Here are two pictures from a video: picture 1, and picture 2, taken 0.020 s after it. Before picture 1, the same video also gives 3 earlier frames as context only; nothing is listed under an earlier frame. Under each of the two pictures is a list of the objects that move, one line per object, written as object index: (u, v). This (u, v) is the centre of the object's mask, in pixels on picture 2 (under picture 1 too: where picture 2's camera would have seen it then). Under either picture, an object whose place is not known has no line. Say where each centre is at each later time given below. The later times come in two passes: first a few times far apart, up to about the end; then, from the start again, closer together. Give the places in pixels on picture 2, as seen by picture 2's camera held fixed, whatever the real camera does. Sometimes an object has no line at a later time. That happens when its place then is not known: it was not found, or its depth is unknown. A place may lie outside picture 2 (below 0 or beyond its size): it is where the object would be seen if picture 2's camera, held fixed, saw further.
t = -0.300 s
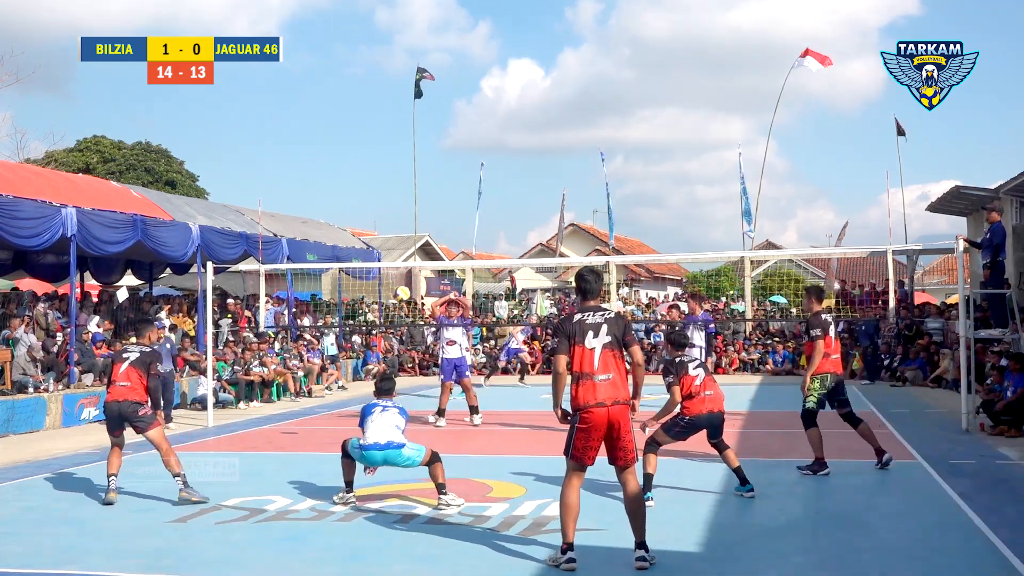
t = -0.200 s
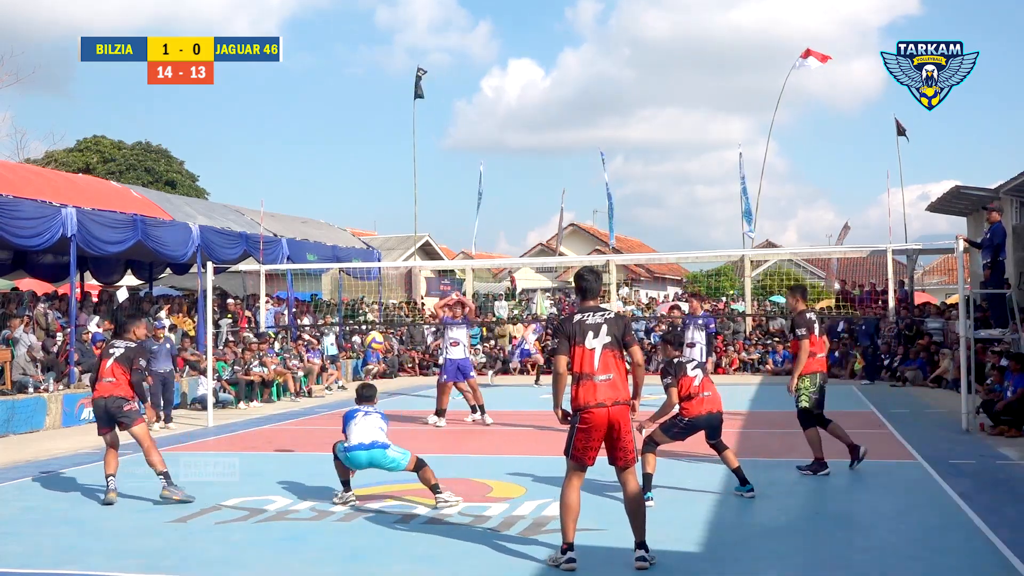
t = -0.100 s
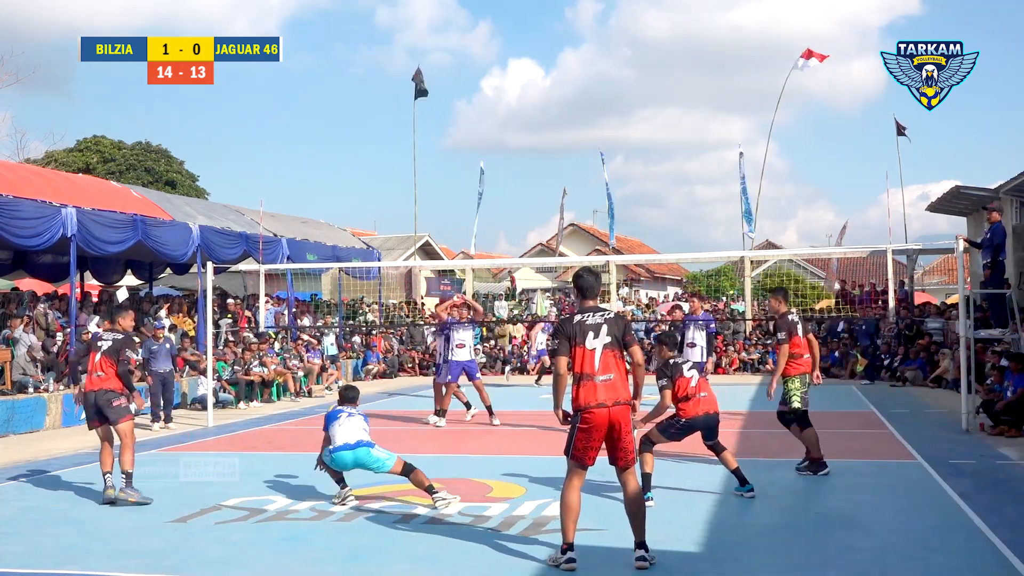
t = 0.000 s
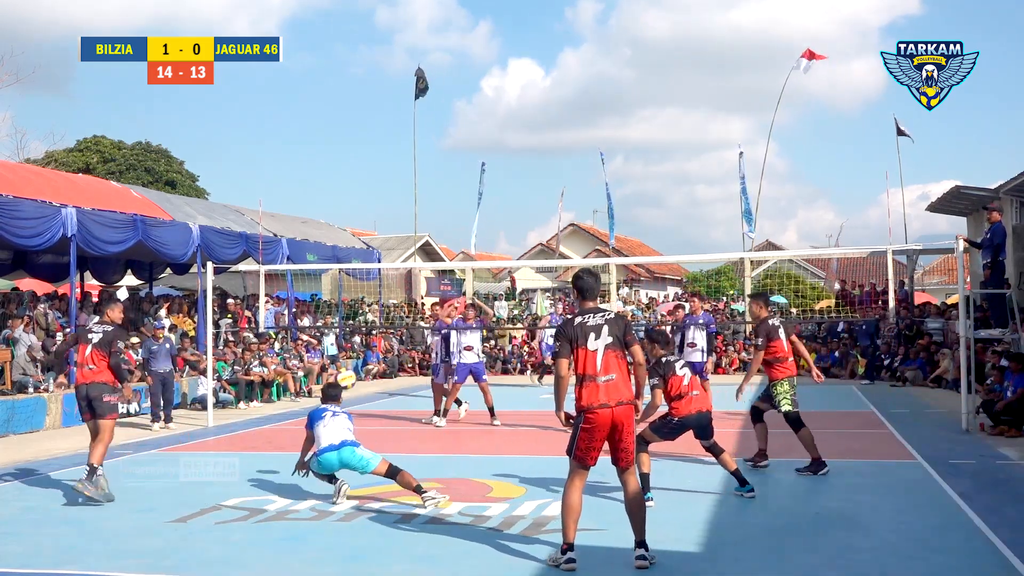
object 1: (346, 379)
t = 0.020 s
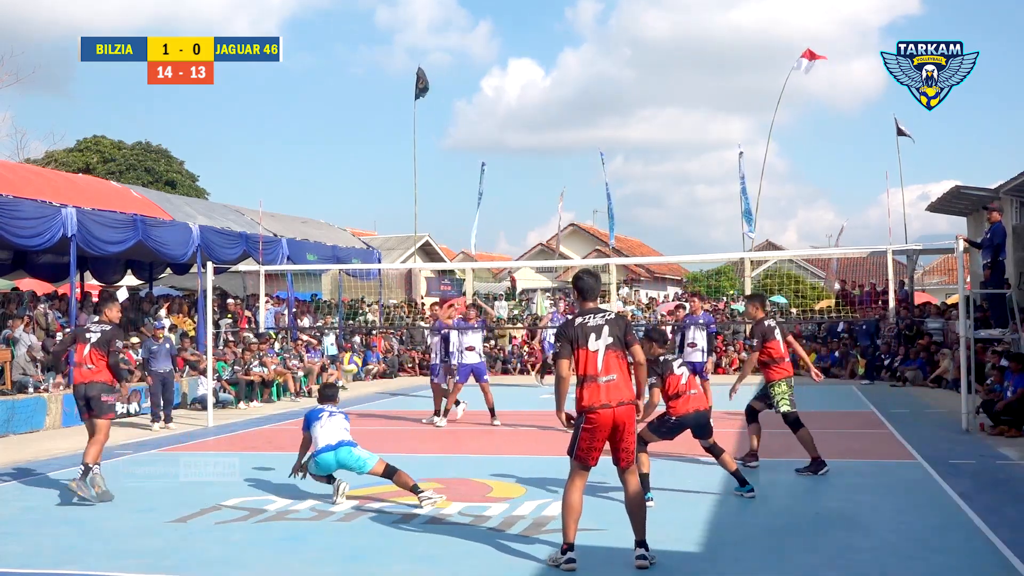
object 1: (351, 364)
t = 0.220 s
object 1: (398, 241)
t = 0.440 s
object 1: (445, 167)
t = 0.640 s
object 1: (485, 140)
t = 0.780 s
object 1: (511, 142)
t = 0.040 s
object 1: (356, 349)
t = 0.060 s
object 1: (360, 334)
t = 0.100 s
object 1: (370, 307)
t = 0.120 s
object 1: (375, 296)
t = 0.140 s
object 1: (379, 284)
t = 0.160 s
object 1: (384, 273)
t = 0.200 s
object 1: (393, 252)
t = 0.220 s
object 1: (398, 241)
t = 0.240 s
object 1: (402, 233)
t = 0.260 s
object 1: (407, 224)
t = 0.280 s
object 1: (411, 216)
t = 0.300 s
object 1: (416, 208)
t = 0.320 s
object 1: (420, 201)
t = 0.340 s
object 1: (424, 194)
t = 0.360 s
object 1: (428, 188)
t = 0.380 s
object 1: (433, 182)
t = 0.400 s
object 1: (437, 176)
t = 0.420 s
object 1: (441, 171)
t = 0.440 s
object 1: (445, 167)
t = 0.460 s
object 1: (449, 162)
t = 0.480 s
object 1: (453, 158)
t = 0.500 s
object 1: (457, 155)
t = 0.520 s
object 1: (461, 152)
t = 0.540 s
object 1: (465, 149)
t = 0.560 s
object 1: (469, 146)
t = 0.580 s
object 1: (473, 144)
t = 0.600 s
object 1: (477, 143)
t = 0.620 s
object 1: (481, 141)
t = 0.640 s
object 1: (485, 140)
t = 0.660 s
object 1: (489, 139)
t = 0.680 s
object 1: (493, 139)
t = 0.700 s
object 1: (496, 139)
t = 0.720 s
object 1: (500, 139)
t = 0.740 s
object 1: (504, 140)
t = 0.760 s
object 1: (508, 141)
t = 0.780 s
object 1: (511, 142)
